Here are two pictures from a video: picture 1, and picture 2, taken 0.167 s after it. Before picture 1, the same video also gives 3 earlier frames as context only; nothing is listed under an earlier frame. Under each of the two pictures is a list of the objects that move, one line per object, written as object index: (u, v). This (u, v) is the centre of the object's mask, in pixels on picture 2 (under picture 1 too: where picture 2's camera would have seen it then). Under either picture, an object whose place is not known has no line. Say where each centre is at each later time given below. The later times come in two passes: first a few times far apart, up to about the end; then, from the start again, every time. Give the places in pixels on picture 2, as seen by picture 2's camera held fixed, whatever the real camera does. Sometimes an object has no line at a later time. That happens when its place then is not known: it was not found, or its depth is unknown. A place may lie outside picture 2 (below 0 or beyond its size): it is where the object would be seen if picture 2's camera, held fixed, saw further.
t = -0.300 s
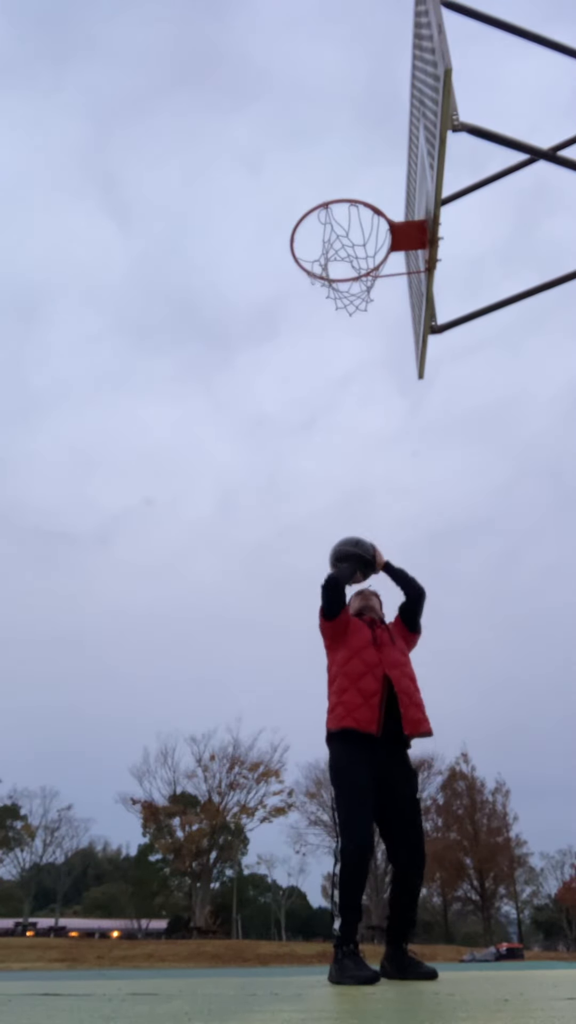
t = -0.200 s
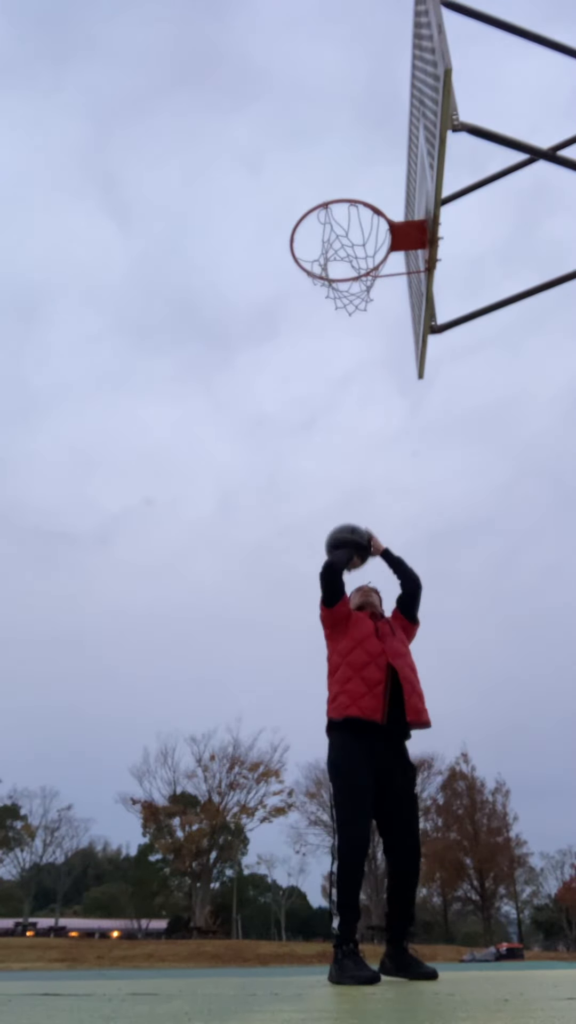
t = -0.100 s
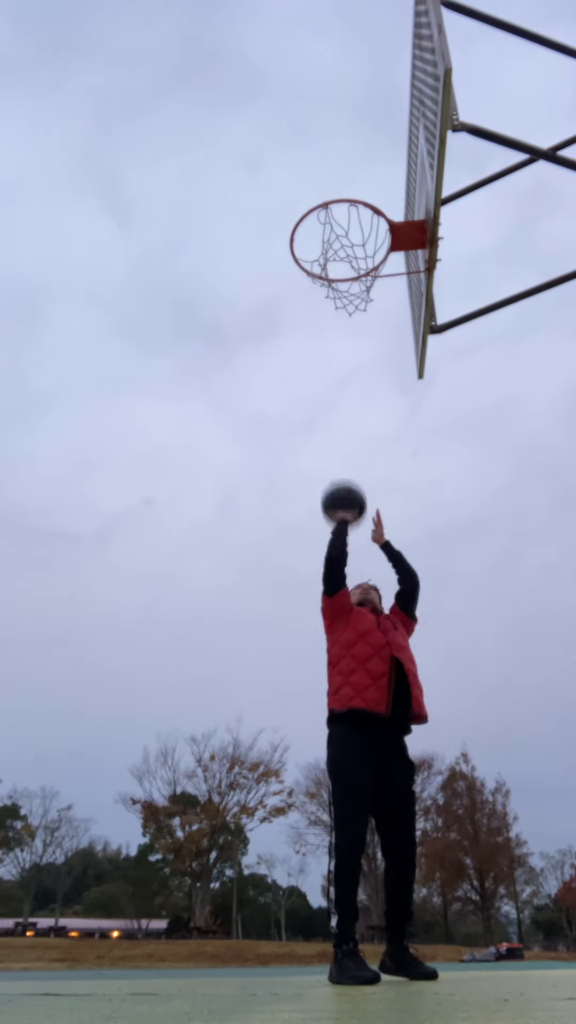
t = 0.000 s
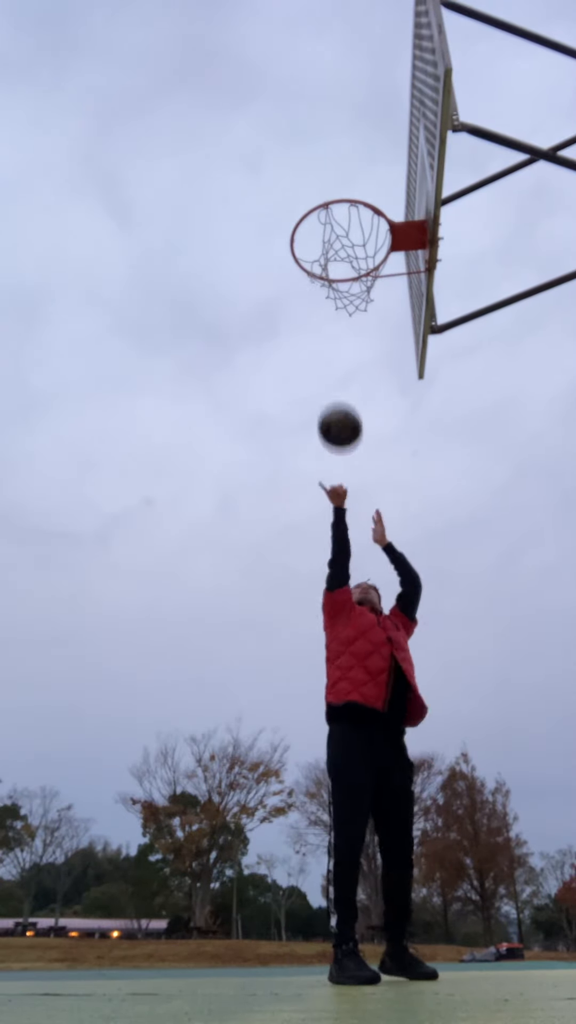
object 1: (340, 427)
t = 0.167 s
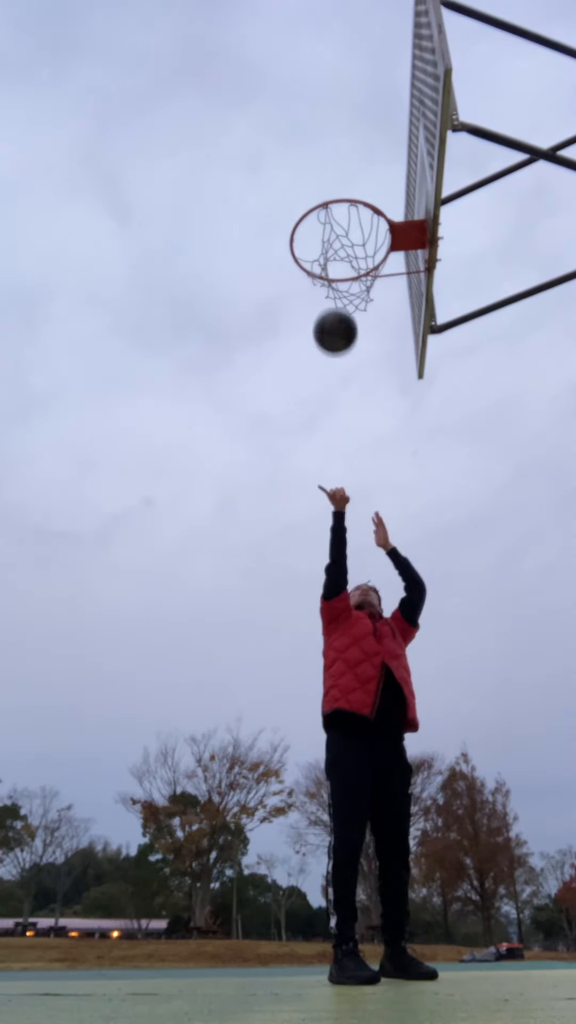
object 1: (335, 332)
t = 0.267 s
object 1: (333, 293)
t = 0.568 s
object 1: (331, 255)
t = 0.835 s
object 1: (343, 325)
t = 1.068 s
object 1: (369, 541)
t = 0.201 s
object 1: (334, 318)
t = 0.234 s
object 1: (334, 304)
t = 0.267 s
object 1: (333, 293)
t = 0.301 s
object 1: (333, 283)
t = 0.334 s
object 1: (333, 273)
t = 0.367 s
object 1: (332, 266)
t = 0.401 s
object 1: (332, 260)
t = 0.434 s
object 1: (331, 256)
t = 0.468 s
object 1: (331, 253)
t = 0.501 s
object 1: (331, 252)
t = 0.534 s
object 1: (331, 252)
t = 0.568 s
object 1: (331, 255)
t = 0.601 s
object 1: (331, 257)
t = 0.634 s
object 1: (332, 262)
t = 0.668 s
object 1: (332, 268)
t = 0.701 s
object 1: (335, 275)
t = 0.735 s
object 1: (336, 284)
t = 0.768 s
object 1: (338, 295)
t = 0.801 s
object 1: (341, 309)
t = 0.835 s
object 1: (343, 325)
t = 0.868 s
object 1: (346, 343)
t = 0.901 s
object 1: (349, 366)
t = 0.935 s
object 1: (352, 393)
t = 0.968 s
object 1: (356, 423)
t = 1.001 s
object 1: (360, 458)
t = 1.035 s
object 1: (364, 498)
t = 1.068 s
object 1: (369, 541)
